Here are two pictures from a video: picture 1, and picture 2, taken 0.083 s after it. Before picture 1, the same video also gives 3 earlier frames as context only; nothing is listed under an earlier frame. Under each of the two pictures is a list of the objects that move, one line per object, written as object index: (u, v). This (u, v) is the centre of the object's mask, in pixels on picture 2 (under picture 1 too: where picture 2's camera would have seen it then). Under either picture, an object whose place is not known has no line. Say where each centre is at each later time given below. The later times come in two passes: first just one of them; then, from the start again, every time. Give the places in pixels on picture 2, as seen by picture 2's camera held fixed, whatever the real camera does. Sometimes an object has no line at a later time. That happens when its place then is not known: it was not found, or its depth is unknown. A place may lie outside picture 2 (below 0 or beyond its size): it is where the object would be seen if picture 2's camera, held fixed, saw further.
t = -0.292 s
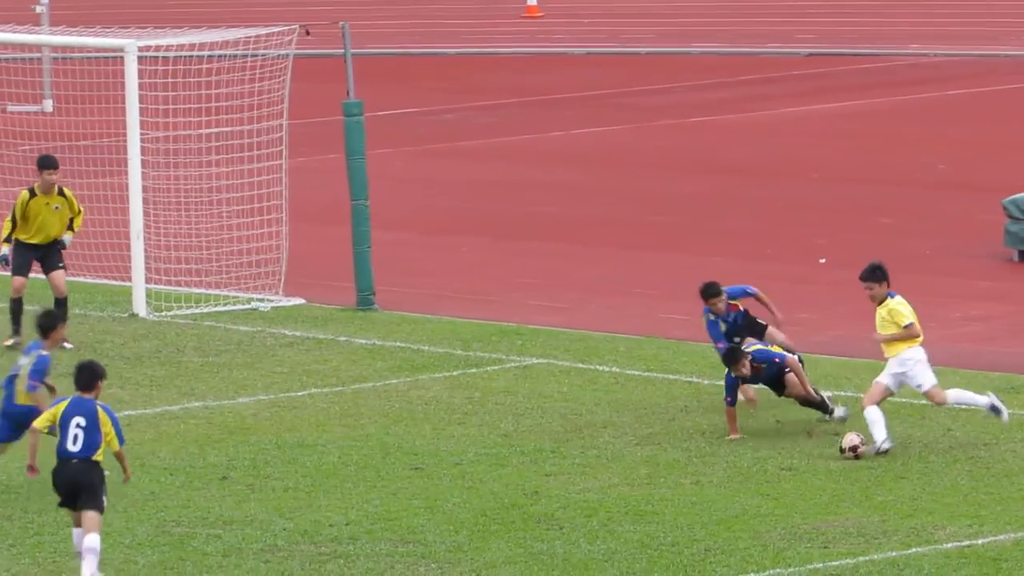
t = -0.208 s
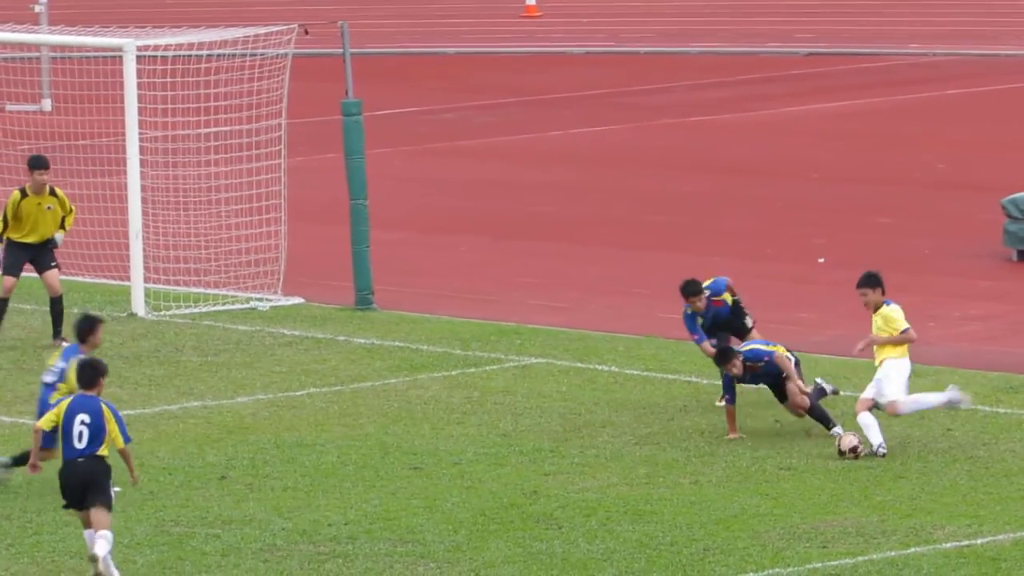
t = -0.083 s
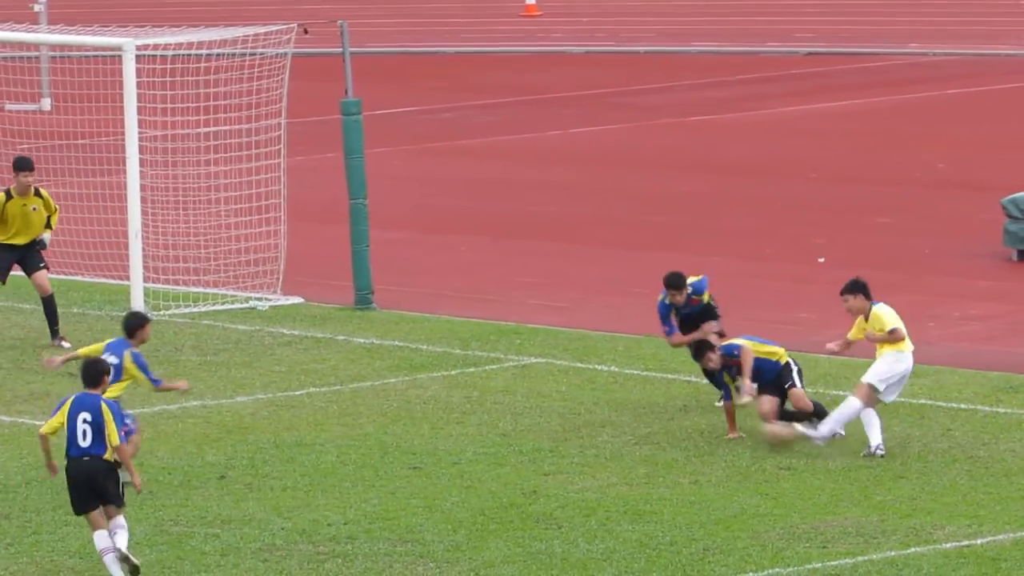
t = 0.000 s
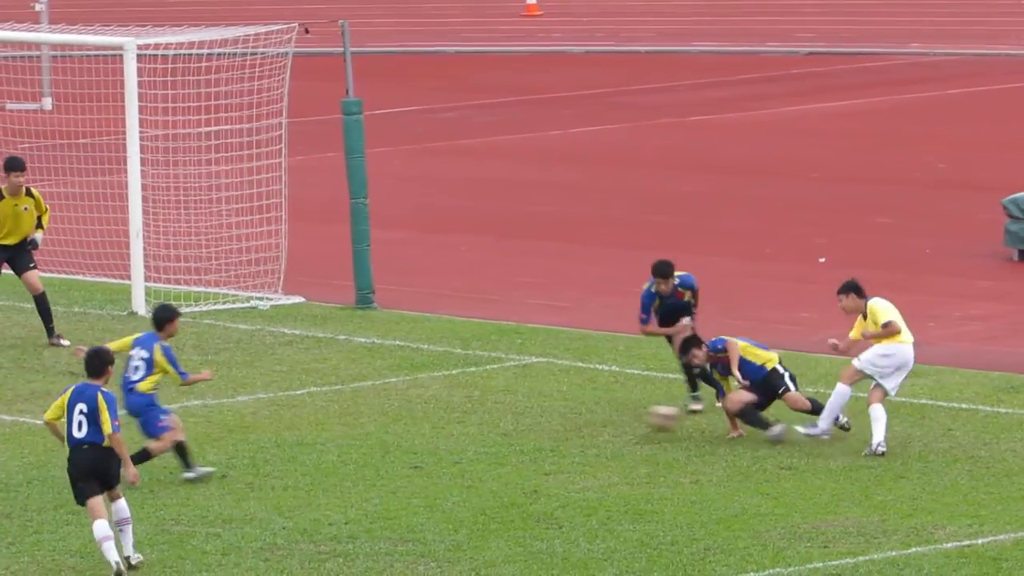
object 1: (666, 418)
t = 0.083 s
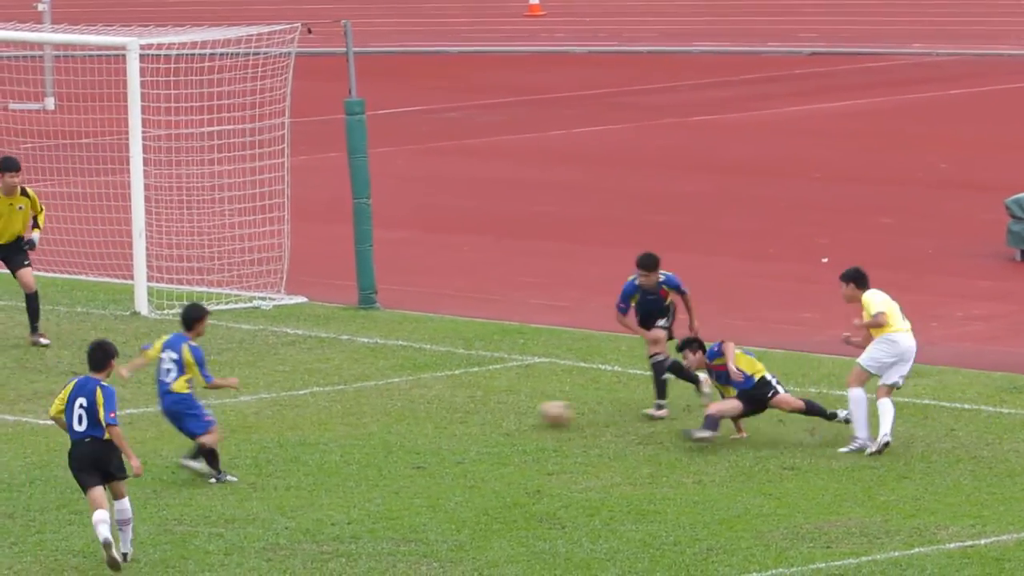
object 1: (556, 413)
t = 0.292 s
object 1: (342, 380)
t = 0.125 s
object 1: (507, 408)
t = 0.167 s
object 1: (465, 397)
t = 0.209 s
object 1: (422, 388)
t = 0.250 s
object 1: (381, 383)
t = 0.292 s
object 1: (342, 380)
